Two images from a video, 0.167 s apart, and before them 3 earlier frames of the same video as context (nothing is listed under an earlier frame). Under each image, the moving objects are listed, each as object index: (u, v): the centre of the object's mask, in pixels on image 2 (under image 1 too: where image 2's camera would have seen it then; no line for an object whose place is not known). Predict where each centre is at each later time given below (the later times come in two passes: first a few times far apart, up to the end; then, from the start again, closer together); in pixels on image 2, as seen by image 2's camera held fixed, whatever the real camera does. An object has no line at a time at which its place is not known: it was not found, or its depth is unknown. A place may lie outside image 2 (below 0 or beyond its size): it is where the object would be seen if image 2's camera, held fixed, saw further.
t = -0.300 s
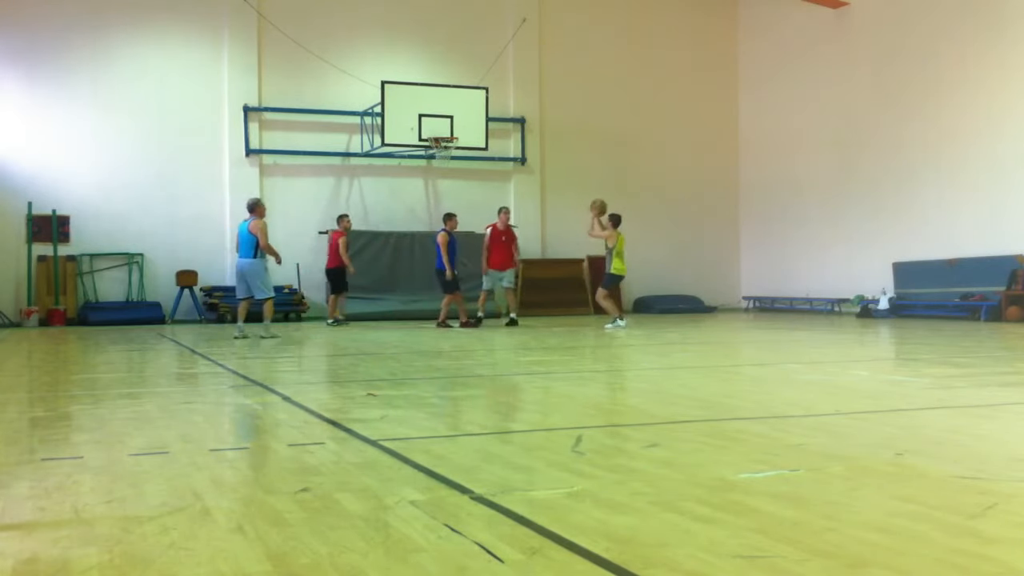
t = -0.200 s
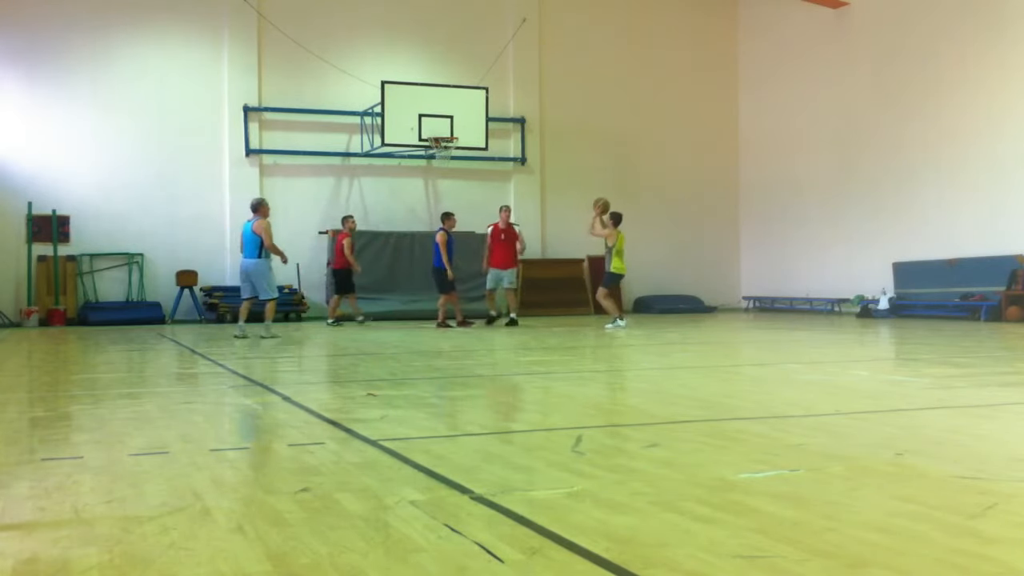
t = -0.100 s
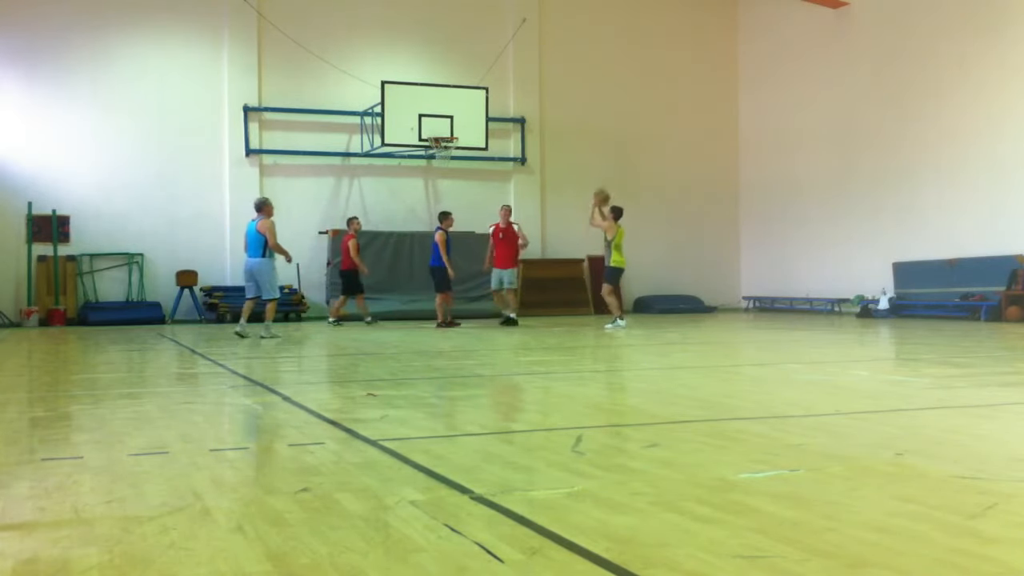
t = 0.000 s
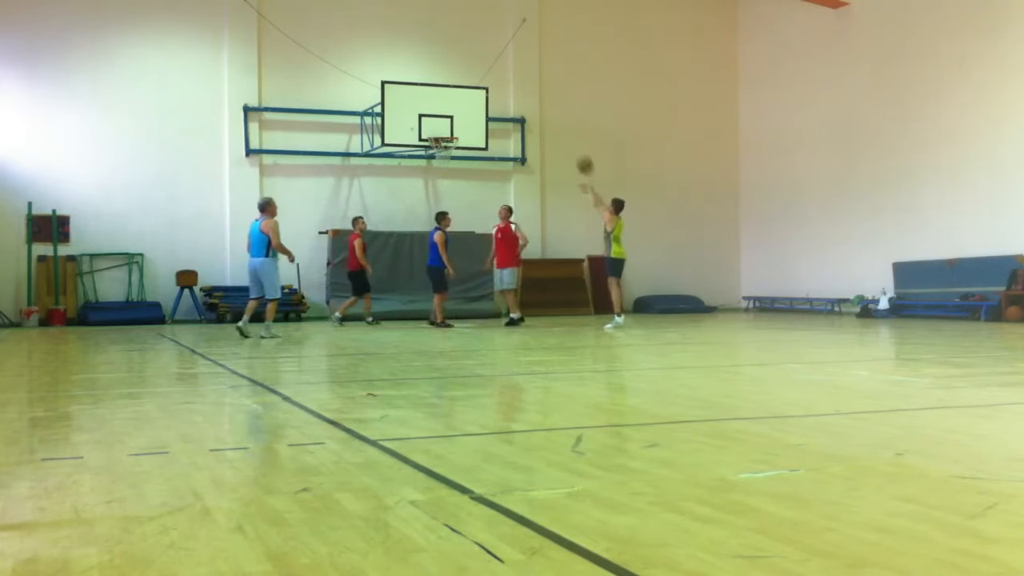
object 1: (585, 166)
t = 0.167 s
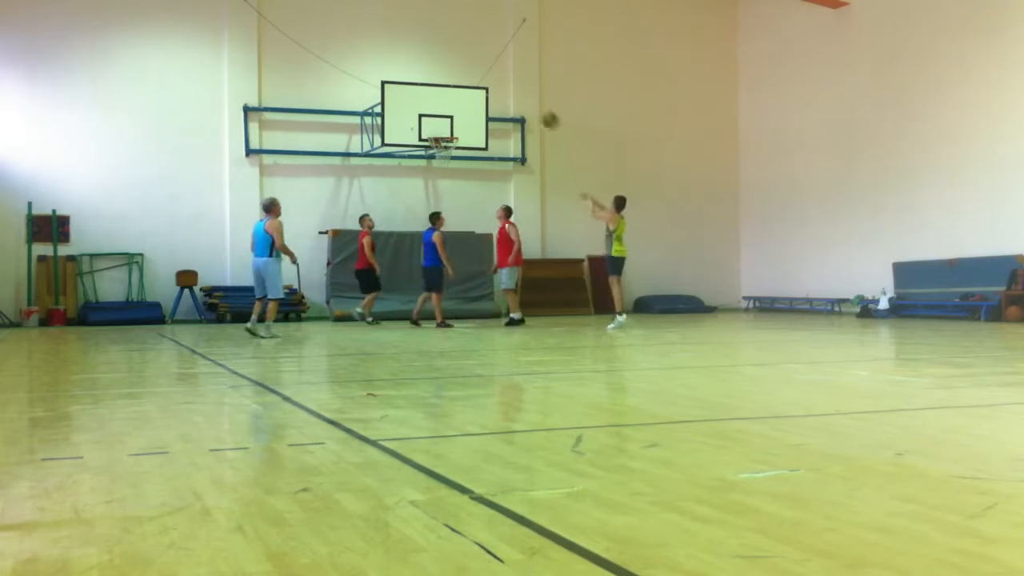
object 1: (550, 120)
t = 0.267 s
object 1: (531, 103)
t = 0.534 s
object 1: (480, 90)
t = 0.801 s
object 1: (444, 115)
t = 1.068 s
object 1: (445, 109)
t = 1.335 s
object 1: (452, 98)
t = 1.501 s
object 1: (456, 114)
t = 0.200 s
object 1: (543, 113)
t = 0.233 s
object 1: (537, 108)
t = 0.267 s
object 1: (531, 103)
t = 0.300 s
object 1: (524, 98)
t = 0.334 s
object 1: (517, 95)
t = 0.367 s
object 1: (511, 93)
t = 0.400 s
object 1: (504, 91)
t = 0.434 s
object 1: (498, 90)
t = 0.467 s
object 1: (493, 89)
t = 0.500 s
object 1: (487, 89)
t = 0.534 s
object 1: (480, 90)
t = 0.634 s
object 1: (463, 97)
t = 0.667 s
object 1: (458, 100)
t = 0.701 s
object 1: (452, 104)
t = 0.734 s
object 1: (447, 108)
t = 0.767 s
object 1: (444, 112)
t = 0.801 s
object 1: (444, 115)
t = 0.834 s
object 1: (443, 119)
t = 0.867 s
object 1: (443, 123)
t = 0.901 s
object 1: (443, 128)
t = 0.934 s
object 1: (443, 129)
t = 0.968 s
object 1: (443, 124)
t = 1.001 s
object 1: (444, 119)
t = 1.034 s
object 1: (445, 113)
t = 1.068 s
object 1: (445, 109)
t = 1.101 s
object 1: (446, 105)
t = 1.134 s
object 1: (447, 102)
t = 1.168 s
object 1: (448, 100)
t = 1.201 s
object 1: (448, 99)
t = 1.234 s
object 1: (449, 97)
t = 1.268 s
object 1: (450, 97)
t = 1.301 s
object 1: (451, 97)
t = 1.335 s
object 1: (452, 98)
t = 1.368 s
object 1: (452, 100)
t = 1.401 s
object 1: (453, 103)
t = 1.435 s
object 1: (454, 106)
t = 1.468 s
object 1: (455, 110)
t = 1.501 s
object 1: (456, 114)
